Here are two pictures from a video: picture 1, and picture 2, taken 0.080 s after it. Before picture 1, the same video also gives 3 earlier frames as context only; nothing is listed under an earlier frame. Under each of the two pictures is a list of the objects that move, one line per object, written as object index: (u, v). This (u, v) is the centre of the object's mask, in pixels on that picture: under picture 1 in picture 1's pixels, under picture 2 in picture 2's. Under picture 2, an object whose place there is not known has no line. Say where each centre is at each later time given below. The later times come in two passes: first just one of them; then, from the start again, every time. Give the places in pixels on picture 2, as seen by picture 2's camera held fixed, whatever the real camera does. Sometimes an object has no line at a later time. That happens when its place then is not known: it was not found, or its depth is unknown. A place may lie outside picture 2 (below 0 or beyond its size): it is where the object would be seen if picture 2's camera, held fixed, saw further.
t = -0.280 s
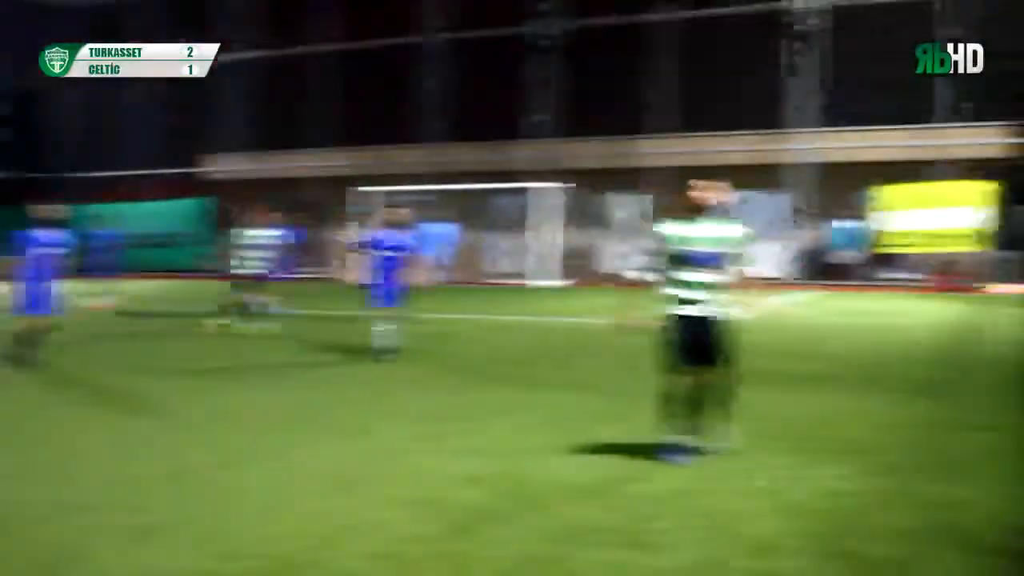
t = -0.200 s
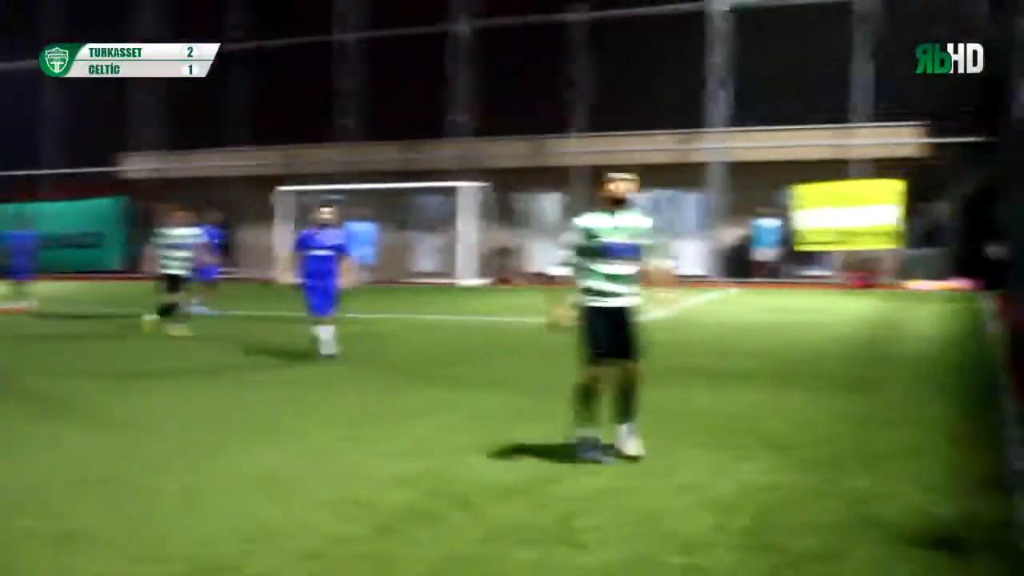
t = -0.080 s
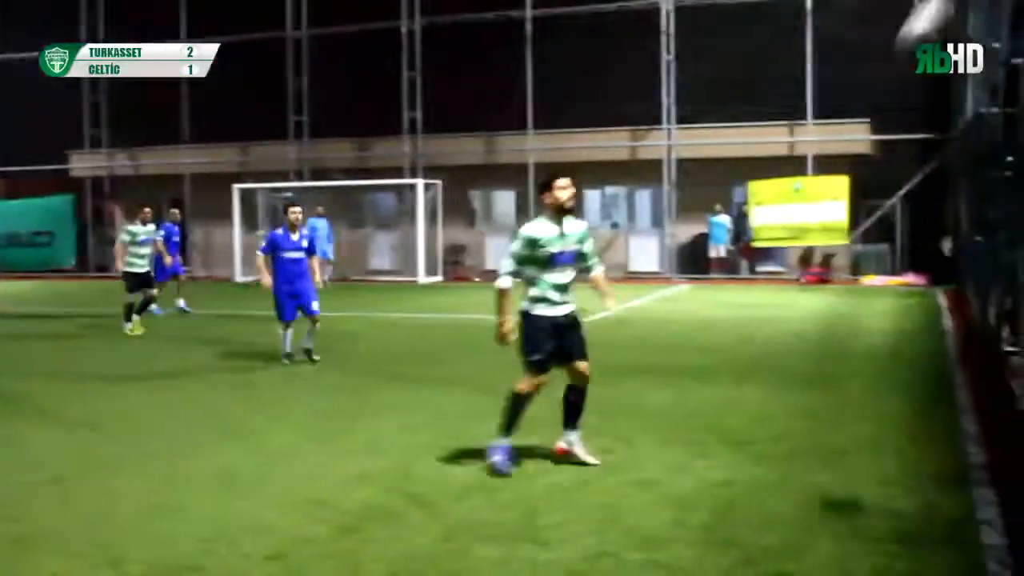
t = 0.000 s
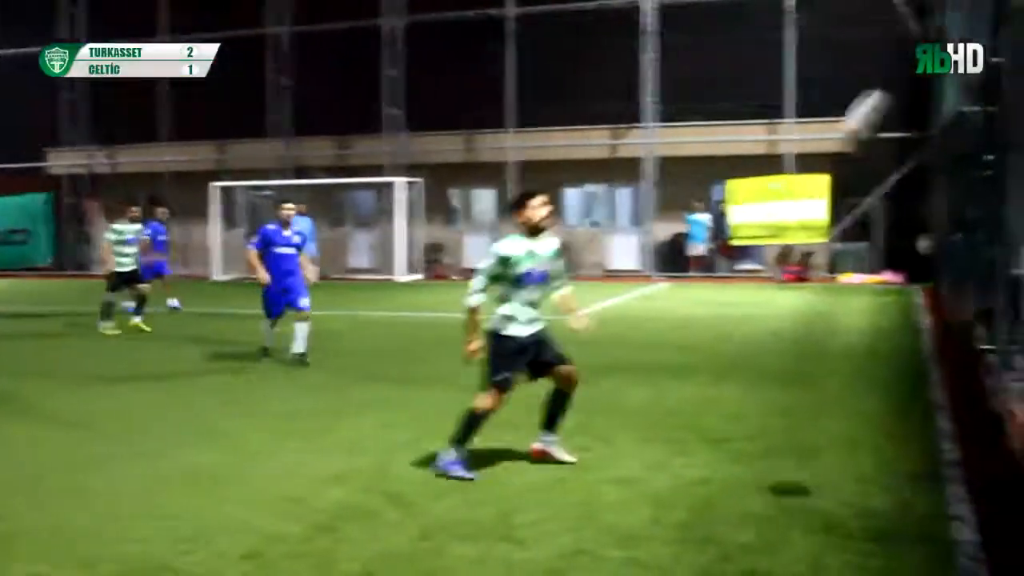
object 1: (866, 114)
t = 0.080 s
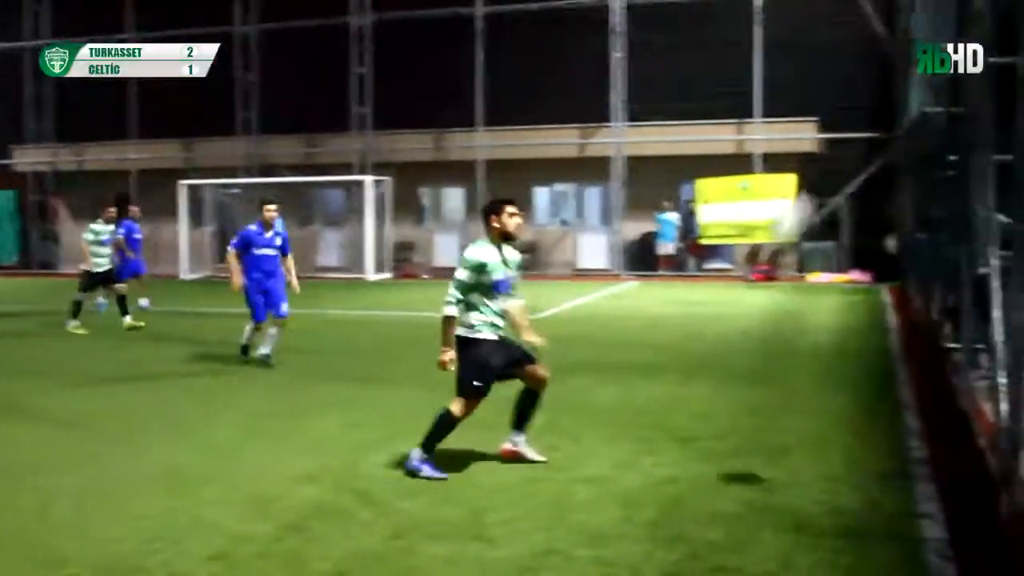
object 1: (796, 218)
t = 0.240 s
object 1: (731, 430)
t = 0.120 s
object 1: (774, 267)
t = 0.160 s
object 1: (758, 323)
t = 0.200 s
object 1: (742, 372)
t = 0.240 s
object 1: (731, 430)
